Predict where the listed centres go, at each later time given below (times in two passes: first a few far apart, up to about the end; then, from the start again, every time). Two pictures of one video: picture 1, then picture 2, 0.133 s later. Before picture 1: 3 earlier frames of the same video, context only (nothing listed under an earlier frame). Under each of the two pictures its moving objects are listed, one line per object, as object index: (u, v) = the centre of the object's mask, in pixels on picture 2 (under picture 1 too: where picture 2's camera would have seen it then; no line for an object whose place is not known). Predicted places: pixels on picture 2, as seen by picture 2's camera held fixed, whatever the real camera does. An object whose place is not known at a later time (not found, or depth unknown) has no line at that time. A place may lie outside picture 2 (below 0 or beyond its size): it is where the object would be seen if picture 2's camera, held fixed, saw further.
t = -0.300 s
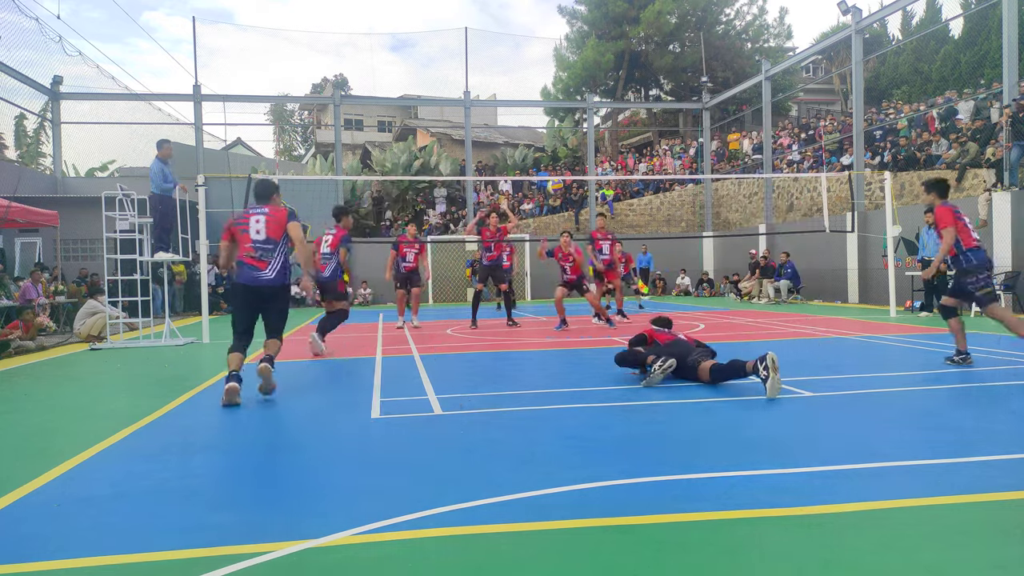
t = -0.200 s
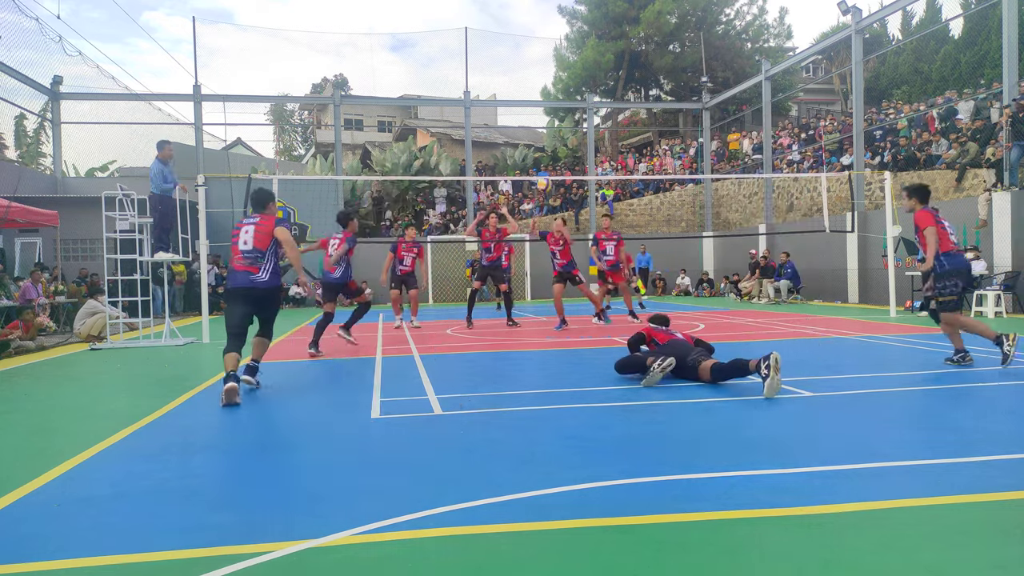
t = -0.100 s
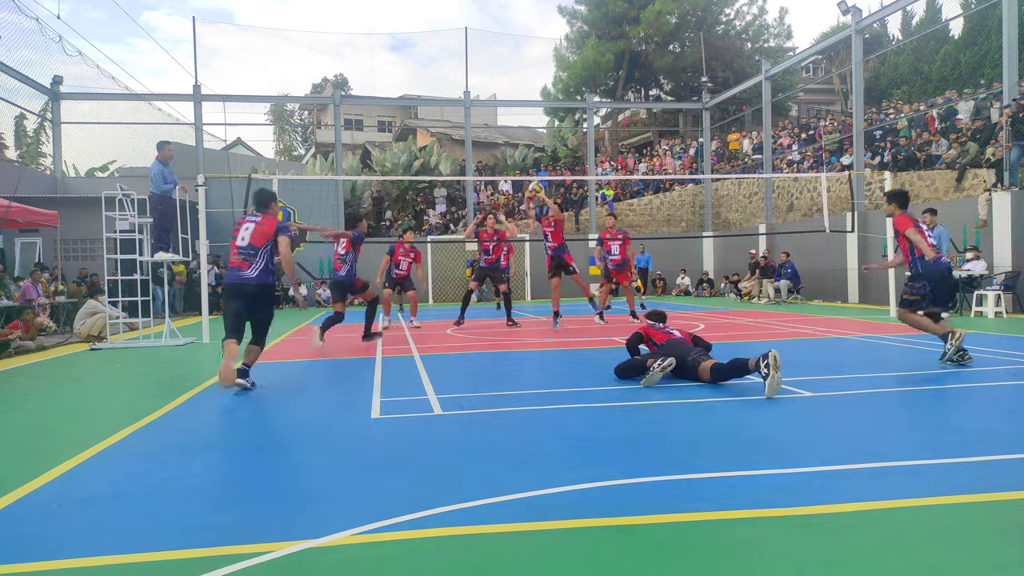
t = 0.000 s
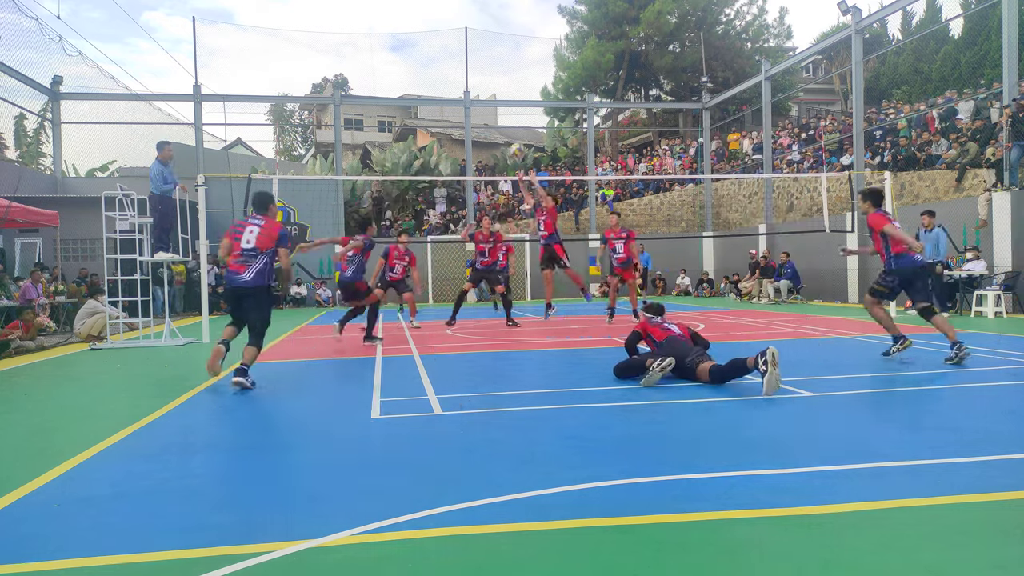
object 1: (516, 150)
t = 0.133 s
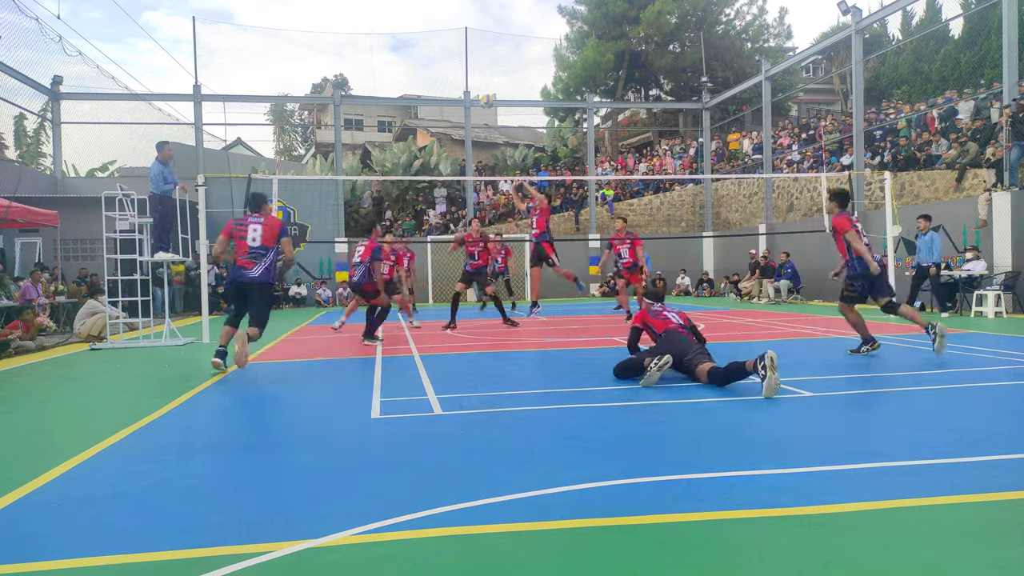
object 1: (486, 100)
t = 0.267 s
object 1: (455, 64)
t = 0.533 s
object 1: (392, 27)
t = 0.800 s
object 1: (327, 42)
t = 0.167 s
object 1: (479, 91)
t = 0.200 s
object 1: (471, 81)
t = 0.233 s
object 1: (463, 72)
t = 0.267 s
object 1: (455, 64)
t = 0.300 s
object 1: (447, 57)
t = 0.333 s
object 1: (439, 48)
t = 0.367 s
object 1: (431, 44)
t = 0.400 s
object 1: (423, 39)
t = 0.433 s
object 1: (415, 35)
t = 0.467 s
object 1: (407, 32)
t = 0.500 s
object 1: (399, 29)
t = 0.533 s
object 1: (392, 27)
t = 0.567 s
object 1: (384, 26)
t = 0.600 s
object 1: (376, 26)
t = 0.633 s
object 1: (368, 27)
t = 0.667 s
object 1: (360, 28)
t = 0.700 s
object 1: (352, 30)
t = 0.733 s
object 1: (343, 33)
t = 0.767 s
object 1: (336, 37)
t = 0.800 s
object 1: (327, 42)
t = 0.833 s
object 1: (320, 47)
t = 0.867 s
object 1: (312, 54)
